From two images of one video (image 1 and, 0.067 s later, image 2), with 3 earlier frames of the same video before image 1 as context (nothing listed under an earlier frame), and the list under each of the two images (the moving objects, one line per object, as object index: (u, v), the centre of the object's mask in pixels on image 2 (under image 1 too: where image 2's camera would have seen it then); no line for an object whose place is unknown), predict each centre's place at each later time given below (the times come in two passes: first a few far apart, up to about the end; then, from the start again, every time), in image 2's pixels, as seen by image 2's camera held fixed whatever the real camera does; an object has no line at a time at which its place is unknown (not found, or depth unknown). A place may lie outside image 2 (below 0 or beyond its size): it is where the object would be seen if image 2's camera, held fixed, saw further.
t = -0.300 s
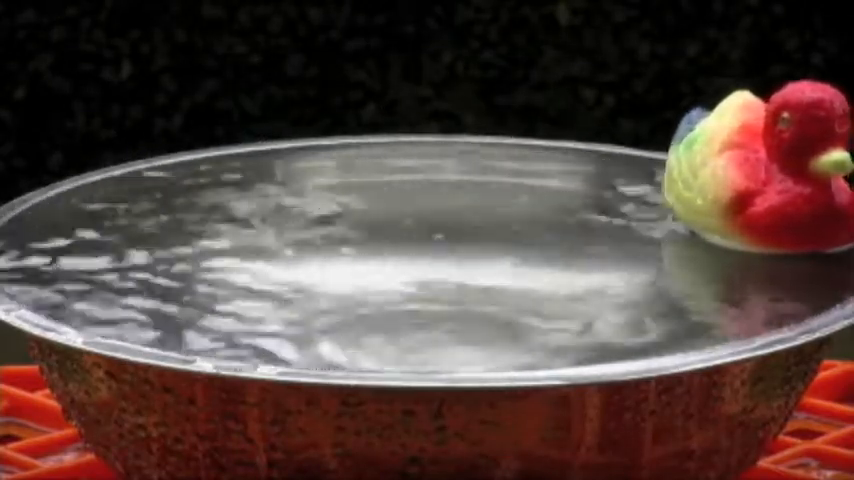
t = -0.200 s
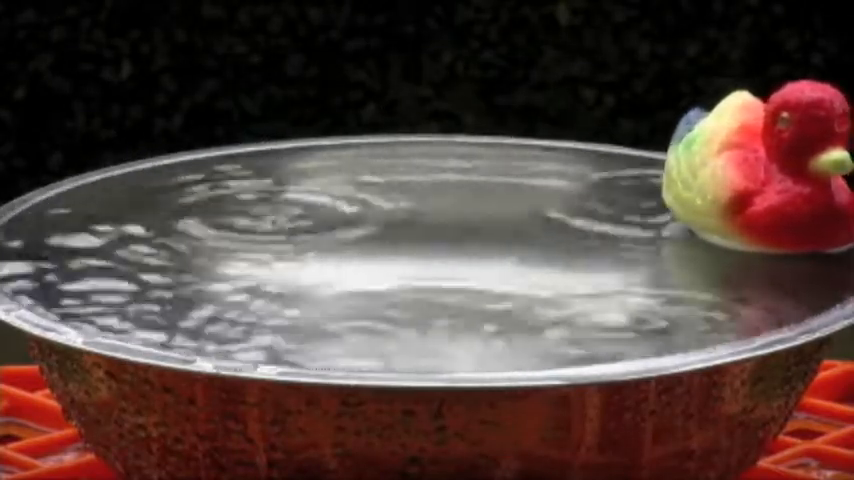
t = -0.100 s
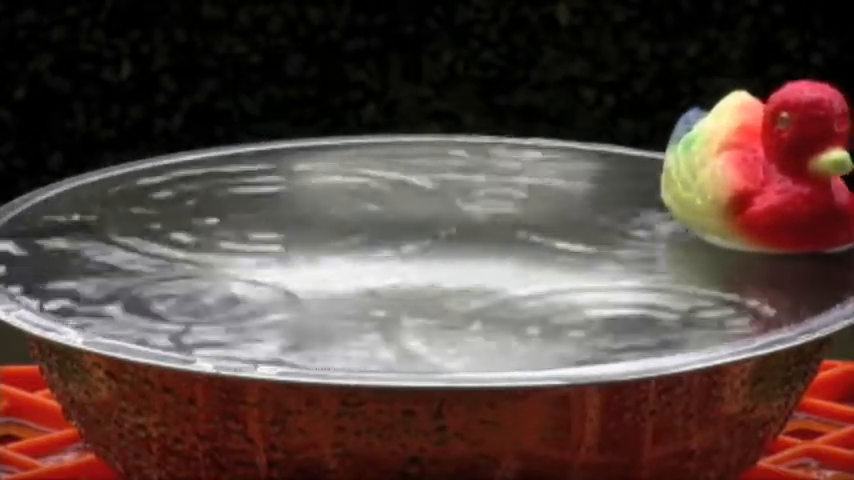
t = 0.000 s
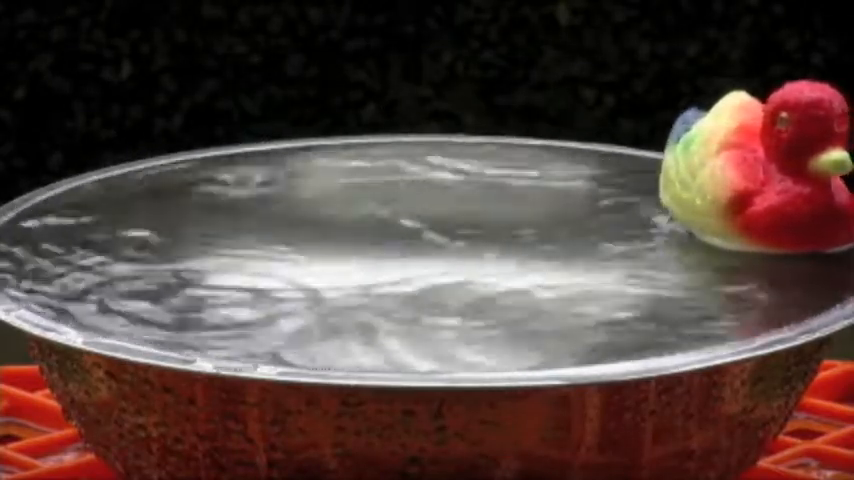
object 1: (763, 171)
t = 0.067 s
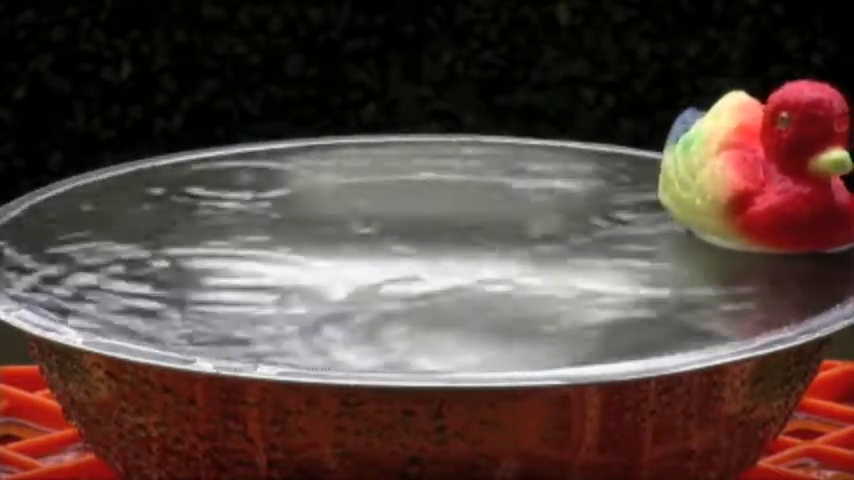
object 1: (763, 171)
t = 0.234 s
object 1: (762, 170)
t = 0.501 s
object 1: (763, 169)
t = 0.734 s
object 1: (764, 168)
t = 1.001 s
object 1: (764, 167)
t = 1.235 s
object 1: (764, 166)
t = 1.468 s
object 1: (763, 165)
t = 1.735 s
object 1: (760, 163)
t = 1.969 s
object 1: (757, 162)
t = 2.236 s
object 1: (753, 160)
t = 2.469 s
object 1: (750, 158)
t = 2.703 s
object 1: (747, 156)
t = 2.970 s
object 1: (743, 154)
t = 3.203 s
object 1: (739, 153)
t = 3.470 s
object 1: (733, 151)
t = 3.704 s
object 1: (724, 150)
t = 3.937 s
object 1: (712, 149)
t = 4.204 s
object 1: (695, 149)
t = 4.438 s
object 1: (679, 148)
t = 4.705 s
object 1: (663, 146)
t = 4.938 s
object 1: (650, 143)
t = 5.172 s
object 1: (640, 139)
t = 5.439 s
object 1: (628, 134)
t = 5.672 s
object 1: (618, 128)
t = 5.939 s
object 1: (606, 123)
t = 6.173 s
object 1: (596, 118)
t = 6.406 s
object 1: (587, 114)
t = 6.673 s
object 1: (577, 109)
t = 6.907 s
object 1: (571, 104)
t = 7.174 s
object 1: (566, 103)
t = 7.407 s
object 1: (562, 103)
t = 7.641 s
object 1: (558, 103)
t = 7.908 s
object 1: (553, 103)
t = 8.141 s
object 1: (548, 104)
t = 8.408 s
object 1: (541, 105)
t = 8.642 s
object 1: (535, 107)
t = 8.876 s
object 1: (528, 109)
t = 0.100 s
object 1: (763, 171)
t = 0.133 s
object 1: (763, 171)
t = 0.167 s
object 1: (762, 171)
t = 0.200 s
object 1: (762, 170)
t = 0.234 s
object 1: (762, 170)
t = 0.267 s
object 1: (763, 170)
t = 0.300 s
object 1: (763, 170)
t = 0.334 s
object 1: (762, 170)
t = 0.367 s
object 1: (763, 170)
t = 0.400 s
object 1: (763, 170)
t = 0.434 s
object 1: (763, 170)
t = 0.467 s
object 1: (763, 169)
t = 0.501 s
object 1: (763, 169)
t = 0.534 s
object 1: (763, 169)
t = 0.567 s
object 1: (763, 169)
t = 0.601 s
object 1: (763, 169)
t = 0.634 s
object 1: (764, 168)
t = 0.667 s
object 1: (764, 168)
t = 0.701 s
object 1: (764, 168)
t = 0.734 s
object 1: (764, 168)
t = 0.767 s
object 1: (764, 168)
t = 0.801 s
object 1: (764, 168)
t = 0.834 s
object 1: (764, 168)
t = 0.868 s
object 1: (764, 168)
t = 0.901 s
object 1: (764, 167)
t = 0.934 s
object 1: (764, 167)
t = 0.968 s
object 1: (764, 167)
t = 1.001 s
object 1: (764, 167)
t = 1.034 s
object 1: (764, 167)
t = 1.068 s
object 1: (764, 167)
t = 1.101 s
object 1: (764, 166)
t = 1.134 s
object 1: (764, 166)
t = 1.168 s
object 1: (764, 166)
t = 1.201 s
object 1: (764, 166)
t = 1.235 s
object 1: (764, 166)
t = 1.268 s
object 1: (764, 165)
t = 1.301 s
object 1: (764, 165)
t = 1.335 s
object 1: (764, 165)
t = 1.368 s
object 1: (764, 165)
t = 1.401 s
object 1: (764, 165)
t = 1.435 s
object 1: (763, 165)
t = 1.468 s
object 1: (763, 165)
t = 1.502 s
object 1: (763, 164)
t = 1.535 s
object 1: (762, 165)
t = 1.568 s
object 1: (762, 164)
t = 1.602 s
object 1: (762, 164)
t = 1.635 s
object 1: (762, 164)
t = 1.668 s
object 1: (761, 164)
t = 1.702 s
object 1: (761, 164)
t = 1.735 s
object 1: (760, 163)
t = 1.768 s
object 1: (760, 163)
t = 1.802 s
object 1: (760, 163)
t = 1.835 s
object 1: (759, 163)
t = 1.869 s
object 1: (759, 163)
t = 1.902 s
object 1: (758, 162)
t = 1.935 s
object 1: (758, 162)
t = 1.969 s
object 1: (757, 162)
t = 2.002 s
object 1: (757, 162)
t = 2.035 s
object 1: (756, 161)
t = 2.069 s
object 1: (755, 161)
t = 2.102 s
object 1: (755, 161)
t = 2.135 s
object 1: (754, 160)
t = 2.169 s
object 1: (754, 160)
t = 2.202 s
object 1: (754, 160)
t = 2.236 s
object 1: (753, 160)
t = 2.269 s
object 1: (753, 160)
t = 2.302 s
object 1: (752, 159)
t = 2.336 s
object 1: (752, 159)
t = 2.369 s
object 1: (751, 159)
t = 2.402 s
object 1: (750, 158)
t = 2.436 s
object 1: (750, 158)
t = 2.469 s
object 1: (750, 158)
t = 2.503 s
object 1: (749, 157)
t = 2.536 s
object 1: (749, 157)
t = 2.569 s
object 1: (749, 157)
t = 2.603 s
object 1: (748, 157)
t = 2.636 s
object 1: (748, 156)
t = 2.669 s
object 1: (747, 156)
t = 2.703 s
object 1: (747, 156)
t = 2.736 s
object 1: (746, 156)
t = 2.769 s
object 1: (746, 155)
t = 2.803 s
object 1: (746, 155)
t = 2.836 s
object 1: (745, 155)
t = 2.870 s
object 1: (744, 155)
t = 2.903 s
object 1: (744, 154)
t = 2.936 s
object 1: (744, 154)
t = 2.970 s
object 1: (743, 154)
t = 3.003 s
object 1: (742, 154)
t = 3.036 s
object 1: (742, 154)
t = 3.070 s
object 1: (741, 153)
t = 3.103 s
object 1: (741, 153)
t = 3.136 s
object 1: (740, 153)
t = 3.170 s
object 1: (740, 153)
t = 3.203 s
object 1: (739, 153)
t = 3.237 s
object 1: (738, 153)
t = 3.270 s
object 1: (738, 153)
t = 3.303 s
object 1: (737, 152)
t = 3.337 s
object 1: (736, 152)
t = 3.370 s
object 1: (735, 152)
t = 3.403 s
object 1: (734, 152)
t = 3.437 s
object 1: (733, 151)
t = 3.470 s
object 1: (733, 151)
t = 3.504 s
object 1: (731, 151)
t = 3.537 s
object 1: (730, 151)
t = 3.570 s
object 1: (729, 151)
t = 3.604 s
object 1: (728, 151)
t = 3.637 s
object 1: (727, 150)
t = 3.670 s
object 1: (725, 150)
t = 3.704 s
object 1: (724, 150)
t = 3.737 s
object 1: (722, 150)
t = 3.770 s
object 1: (721, 150)
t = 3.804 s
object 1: (719, 150)
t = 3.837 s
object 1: (717, 150)
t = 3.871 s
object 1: (715, 149)
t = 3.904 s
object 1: (714, 149)
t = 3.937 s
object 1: (712, 149)
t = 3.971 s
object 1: (710, 149)
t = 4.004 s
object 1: (708, 149)
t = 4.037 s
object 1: (706, 149)
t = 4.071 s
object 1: (704, 149)
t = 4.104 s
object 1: (702, 149)
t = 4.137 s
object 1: (699, 149)
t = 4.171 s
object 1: (697, 148)
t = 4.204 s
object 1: (695, 149)
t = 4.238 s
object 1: (693, 148)
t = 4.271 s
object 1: (691, 148)
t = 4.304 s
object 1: (688, 148)
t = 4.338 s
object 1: (686, 148)
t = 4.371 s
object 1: (684, 148)
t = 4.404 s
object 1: (681, 148)
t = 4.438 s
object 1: (679, 148)
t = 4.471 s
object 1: (677, 148)
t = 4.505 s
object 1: (675, 147)
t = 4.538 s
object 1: (673, 147)
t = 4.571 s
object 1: (671, 147)
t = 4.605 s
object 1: (668, 147)
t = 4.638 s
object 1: (667, 146)
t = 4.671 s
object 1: (665, 146)
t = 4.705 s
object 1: (663, 146)
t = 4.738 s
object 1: (661, 145)
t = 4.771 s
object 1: (659, 145)
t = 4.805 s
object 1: (657, 144)
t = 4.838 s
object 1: (655, 144)
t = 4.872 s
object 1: (654, 143)
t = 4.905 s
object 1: (652, 143)
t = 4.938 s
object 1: (650, 143)
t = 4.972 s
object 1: (649, 142)
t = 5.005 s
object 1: (647, 142)
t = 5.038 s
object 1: (646, 141)
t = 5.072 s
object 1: (644, 141)
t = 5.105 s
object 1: (643, 140)
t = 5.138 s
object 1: (641, 140)
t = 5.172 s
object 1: (640, 139)
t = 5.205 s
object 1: (638, 138)
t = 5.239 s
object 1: (637, 138)
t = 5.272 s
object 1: (635, 137)
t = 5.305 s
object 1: (634, 136)
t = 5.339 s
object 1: (632, 136)
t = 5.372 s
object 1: (631, 135)
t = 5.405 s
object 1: (629, 134)
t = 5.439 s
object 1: (628, 134)
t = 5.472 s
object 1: (626, 133)
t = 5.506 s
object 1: (625, 132)
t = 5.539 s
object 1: (623, 131)
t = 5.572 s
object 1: (622, 130)
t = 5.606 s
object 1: (621, 130)
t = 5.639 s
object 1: (619, 129)
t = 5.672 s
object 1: (618, 128)
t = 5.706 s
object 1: (616, 127)
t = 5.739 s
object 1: (615, 127)
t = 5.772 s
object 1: (613, 126)
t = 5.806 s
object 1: (612, 126)
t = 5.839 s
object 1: (611, 125)
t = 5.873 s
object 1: (609, 124)
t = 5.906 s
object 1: (608, 123)
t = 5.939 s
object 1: (606, 123)
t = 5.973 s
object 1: (605, 122)
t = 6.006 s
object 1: (604, 121)
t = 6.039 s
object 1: (602, 121)
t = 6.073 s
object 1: (600, 120)
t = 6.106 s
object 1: (599, 120)
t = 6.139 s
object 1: (598, 119)
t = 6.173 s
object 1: (596, 118)
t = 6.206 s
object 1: (595, 118)
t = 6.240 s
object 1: (593, 117)
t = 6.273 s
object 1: (592, 117)
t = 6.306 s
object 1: (591, 116)
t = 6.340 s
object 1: (589, 115)
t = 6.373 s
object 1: (588, 115)
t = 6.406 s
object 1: (587, 114)
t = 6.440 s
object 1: (585, 113)
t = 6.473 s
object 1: (584, 112)
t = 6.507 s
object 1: (582, 112)
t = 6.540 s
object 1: (581, 111)
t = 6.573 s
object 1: (580, 111)
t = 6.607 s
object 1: (579, 110)
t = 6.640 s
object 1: (578, 110)
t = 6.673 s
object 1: (577, 109)
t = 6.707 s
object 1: (576, 108)
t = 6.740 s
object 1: (575, 108)
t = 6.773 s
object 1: (575, 107)
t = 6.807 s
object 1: (574, 106)
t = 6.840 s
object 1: (573, 106)
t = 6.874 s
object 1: (572, 105)
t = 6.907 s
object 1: (571, 104)
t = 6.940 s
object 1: (570, 104)
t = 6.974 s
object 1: (569, 104)
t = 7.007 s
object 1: (568, 103)
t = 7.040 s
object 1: (568, 103)
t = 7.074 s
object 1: (567, 103)
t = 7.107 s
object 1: (567, 103)
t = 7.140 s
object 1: (566, 103)
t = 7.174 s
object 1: (566, 103)
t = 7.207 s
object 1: (565, 103)
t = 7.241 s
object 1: (565, 103)
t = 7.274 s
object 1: (564, 103)
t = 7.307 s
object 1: (564, 103)
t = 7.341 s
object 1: (563, 103)
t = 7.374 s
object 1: (563, 103)
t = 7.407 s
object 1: (562, 103)
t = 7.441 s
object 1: (562, 103)
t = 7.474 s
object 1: (561, 103)
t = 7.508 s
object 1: (561, 103)
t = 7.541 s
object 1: (560, 103)
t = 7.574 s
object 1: (559, 103)
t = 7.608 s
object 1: (559, 103)
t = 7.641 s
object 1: (558, 103)
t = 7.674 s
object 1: (557, 103)
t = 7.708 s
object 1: (557, 103)
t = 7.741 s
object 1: (556, 103)
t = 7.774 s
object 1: (555, 103)
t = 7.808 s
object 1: (555, 103)
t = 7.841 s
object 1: (554, 103)
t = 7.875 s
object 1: (554, 103)
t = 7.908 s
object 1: (553, 103)
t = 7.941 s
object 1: (552, 103)
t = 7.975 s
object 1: (551, 103)
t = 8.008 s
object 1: (551, 104)
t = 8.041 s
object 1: (550, 104)
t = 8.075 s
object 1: (549, 104)
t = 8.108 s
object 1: (548, 104)
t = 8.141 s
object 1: (548, 104)
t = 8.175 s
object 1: (547, 104)
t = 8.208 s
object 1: (546, 104)
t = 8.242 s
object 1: (545, 104)
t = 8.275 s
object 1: (544, 104)
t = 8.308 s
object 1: (543, 105)
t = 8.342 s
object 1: (543, 105)
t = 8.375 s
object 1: (542, 105)
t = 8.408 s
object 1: (541, 105)
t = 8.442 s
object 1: (541, 105)
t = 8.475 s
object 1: (540, 106)
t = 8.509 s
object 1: (539, 106)
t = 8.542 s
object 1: (538, 106)
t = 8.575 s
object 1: (537, 106)
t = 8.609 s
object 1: (536, 107)
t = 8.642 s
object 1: (535, 107)
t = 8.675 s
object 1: (534, 107)
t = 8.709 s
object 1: (533, 108)
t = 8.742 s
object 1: (532, 108)
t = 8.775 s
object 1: (531, 108)
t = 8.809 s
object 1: (530, 108)
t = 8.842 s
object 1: (529, 108)
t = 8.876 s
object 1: (528, 109)
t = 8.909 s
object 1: (527, 109)
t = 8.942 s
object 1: (526, 109)
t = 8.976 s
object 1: (525, 110)
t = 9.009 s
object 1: (524, 110)
